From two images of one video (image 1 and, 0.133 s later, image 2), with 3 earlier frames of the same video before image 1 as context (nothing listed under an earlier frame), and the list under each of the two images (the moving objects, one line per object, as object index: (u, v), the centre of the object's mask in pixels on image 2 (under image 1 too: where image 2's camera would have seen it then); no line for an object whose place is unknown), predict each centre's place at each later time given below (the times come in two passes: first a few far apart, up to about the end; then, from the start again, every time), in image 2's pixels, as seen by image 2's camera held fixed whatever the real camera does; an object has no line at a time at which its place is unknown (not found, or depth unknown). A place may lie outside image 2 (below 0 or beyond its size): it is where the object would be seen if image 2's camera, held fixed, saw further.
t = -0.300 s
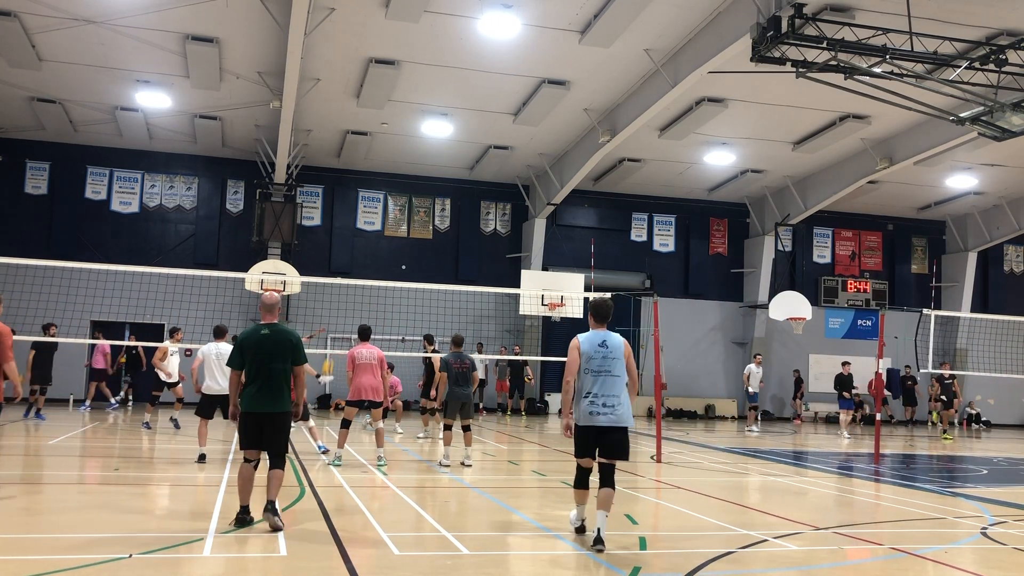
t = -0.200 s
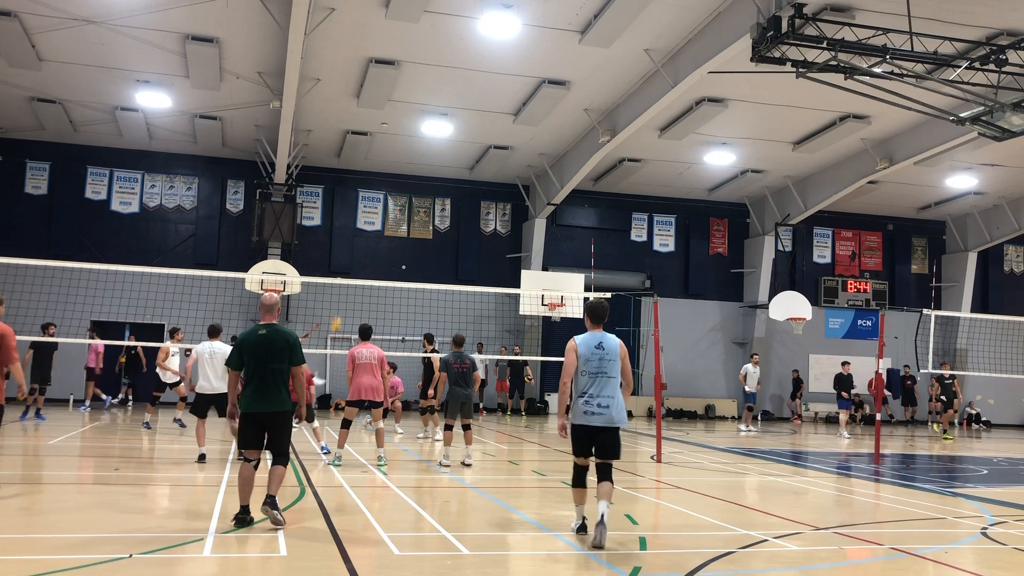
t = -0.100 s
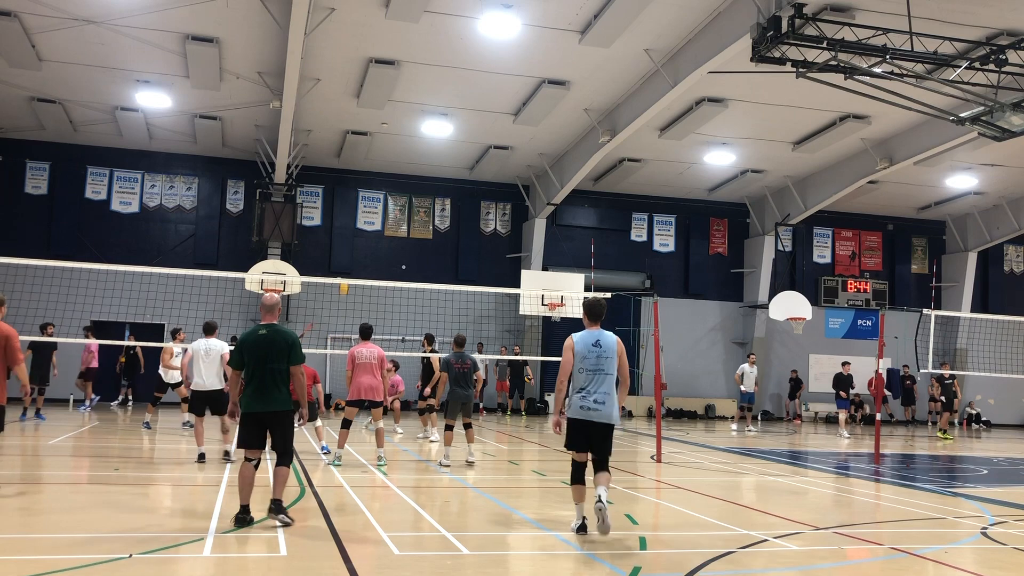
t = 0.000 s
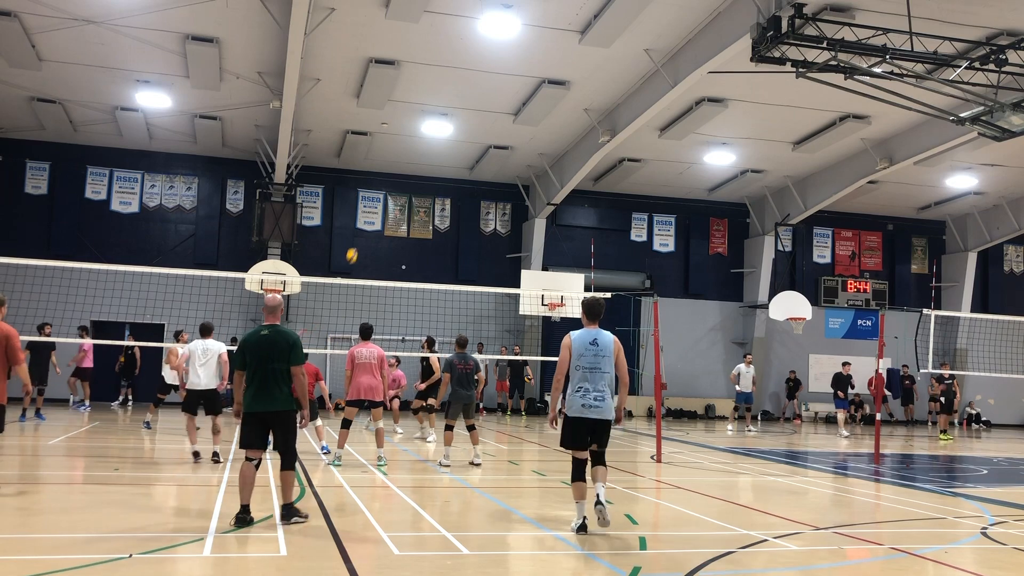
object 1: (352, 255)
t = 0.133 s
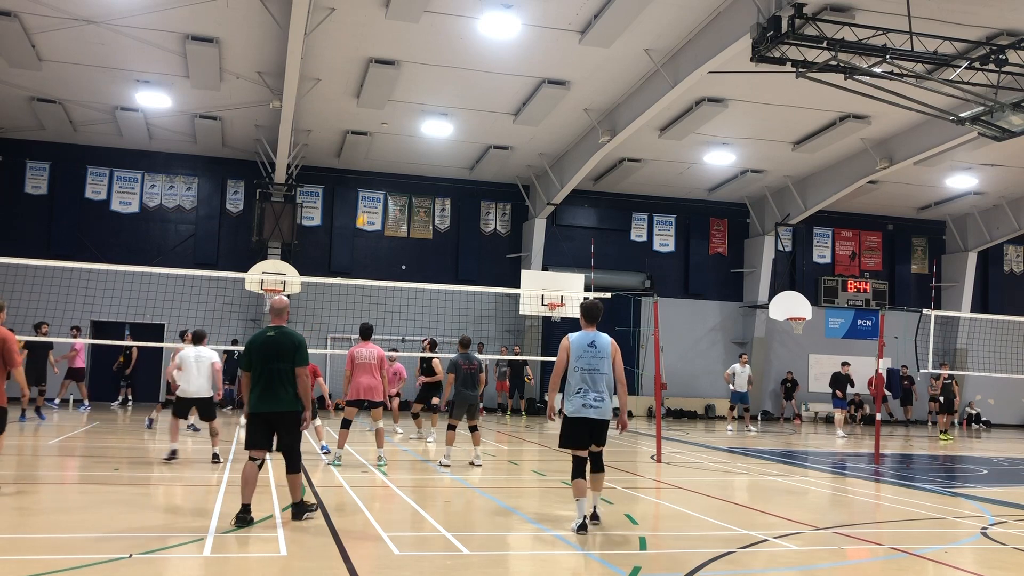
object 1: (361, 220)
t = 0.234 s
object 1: (367, 199)
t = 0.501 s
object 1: (383, 170)
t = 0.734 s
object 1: (395, 173)
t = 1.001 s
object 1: (407, 213)
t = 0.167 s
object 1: (363, 213)
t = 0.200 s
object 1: (365, 206)
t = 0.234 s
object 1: (367, 199)
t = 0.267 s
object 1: (370, 194)
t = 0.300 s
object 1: (372, 188)
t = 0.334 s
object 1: (374, 184)
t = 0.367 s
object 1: (376, 180)
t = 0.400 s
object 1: (377, 177)
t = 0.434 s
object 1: (379, 174)
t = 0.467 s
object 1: (381, 172)
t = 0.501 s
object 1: (383, 170)
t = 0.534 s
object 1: (385, 168)
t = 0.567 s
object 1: (387, 168)
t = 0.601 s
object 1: (389, 167)
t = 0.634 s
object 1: (390, 168)
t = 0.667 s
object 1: (392, 169)
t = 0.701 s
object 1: (394, 171)
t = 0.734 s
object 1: (395, 173)
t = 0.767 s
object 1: (397, 176)
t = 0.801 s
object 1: (398, 179)
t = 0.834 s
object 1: (400, 184)
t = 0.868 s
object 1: (402, 188)
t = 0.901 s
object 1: (403, 194)
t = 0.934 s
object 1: (405, 199)
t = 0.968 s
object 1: (406, 206)
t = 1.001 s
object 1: (407, 213)
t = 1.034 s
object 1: (409, 221)
